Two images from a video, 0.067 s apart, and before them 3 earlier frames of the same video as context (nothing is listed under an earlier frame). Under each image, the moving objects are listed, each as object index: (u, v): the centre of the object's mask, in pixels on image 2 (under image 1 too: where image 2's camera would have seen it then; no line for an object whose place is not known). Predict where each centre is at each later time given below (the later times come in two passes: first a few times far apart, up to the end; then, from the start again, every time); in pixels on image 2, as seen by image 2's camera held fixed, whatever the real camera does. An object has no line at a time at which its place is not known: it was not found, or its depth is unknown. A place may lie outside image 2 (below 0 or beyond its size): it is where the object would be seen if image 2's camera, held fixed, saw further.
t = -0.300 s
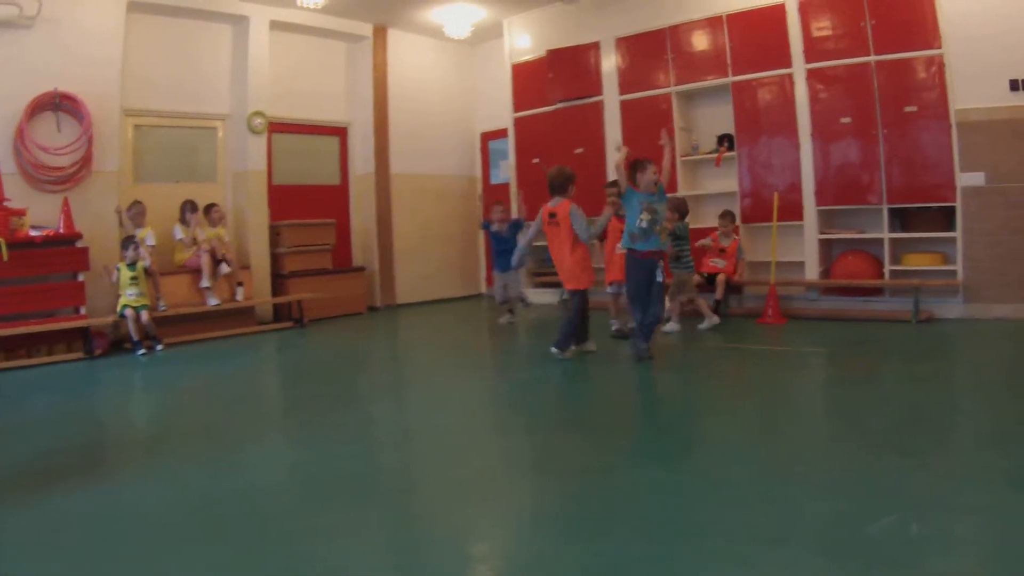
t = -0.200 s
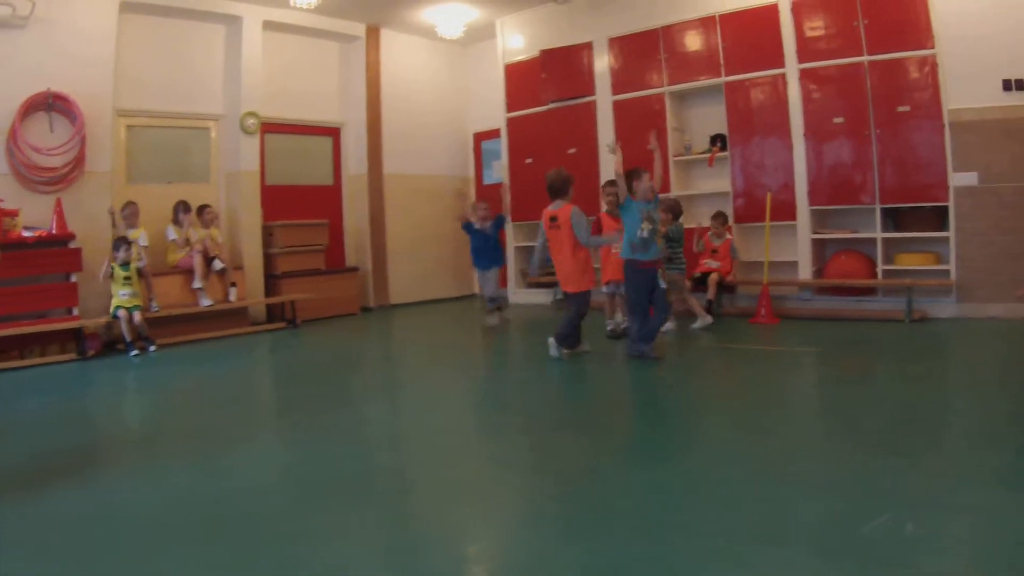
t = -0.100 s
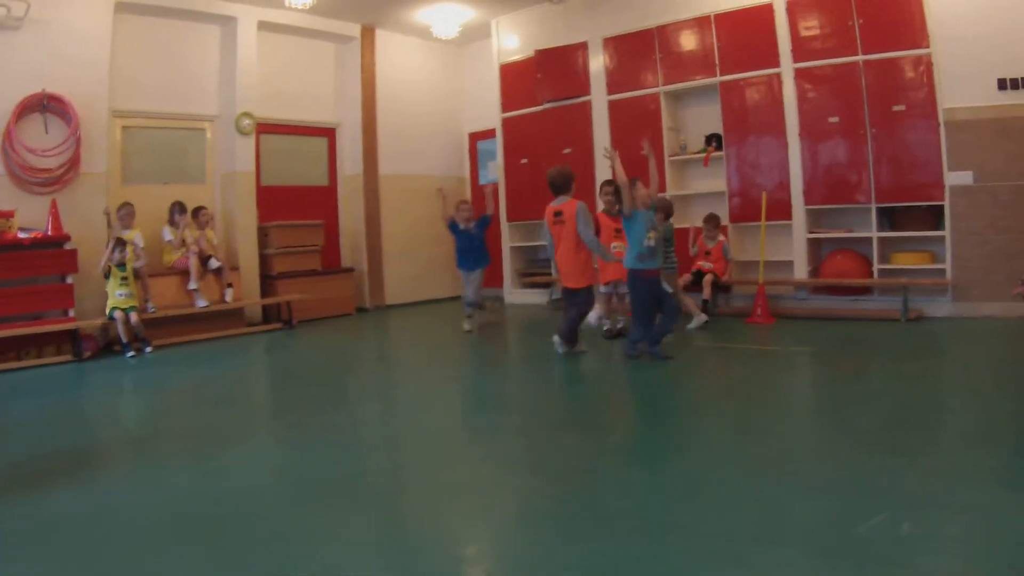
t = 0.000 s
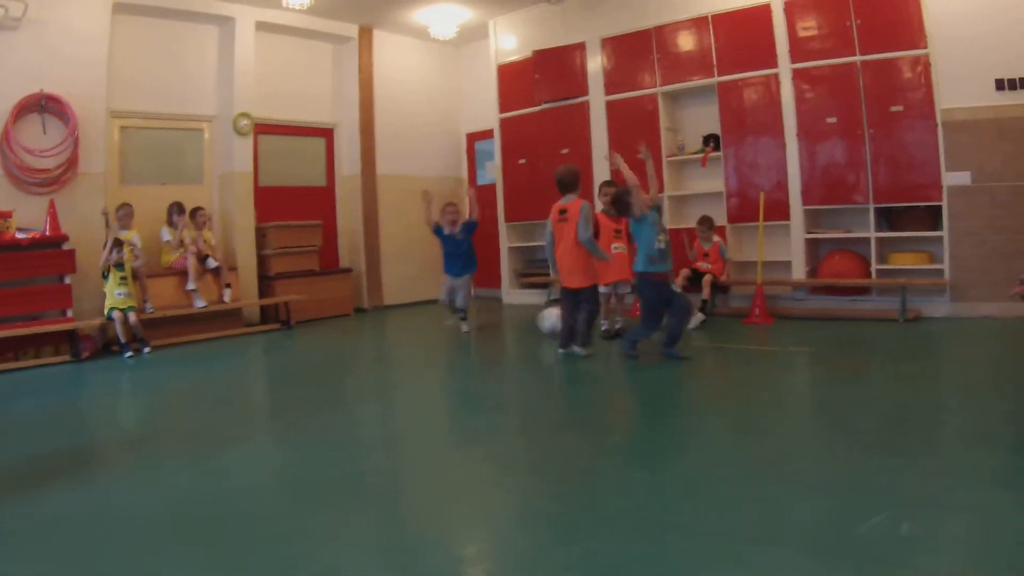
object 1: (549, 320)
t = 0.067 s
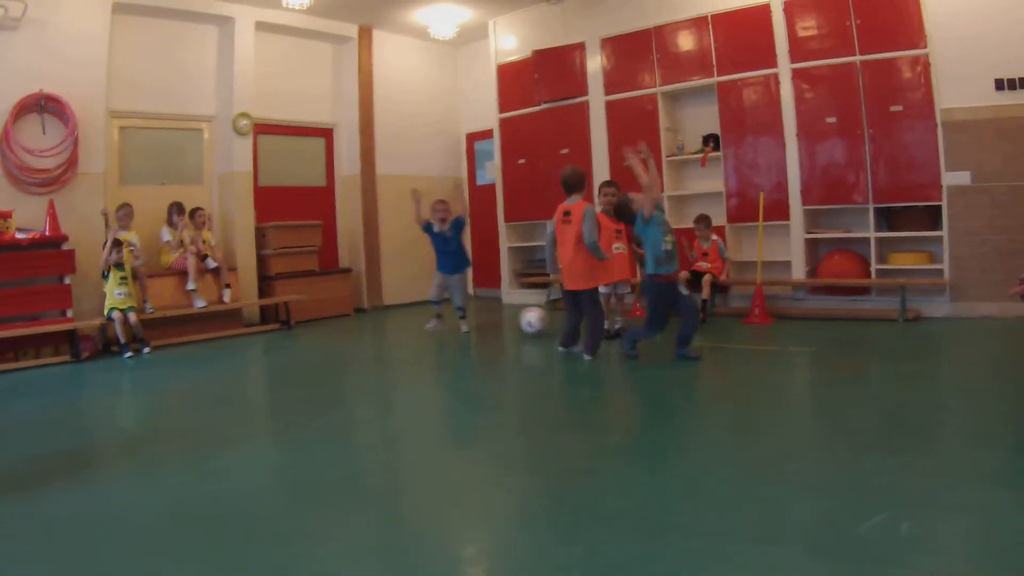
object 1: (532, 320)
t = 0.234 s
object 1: (491, 323)
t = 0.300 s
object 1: (476, 324)
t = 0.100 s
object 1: (525, 320)
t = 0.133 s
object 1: (517, 320)
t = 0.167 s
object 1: (508, 322)
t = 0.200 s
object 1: (500, 324)
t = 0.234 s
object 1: (491, 323)
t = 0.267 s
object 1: (484, 322)
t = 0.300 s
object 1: (476, 324)
